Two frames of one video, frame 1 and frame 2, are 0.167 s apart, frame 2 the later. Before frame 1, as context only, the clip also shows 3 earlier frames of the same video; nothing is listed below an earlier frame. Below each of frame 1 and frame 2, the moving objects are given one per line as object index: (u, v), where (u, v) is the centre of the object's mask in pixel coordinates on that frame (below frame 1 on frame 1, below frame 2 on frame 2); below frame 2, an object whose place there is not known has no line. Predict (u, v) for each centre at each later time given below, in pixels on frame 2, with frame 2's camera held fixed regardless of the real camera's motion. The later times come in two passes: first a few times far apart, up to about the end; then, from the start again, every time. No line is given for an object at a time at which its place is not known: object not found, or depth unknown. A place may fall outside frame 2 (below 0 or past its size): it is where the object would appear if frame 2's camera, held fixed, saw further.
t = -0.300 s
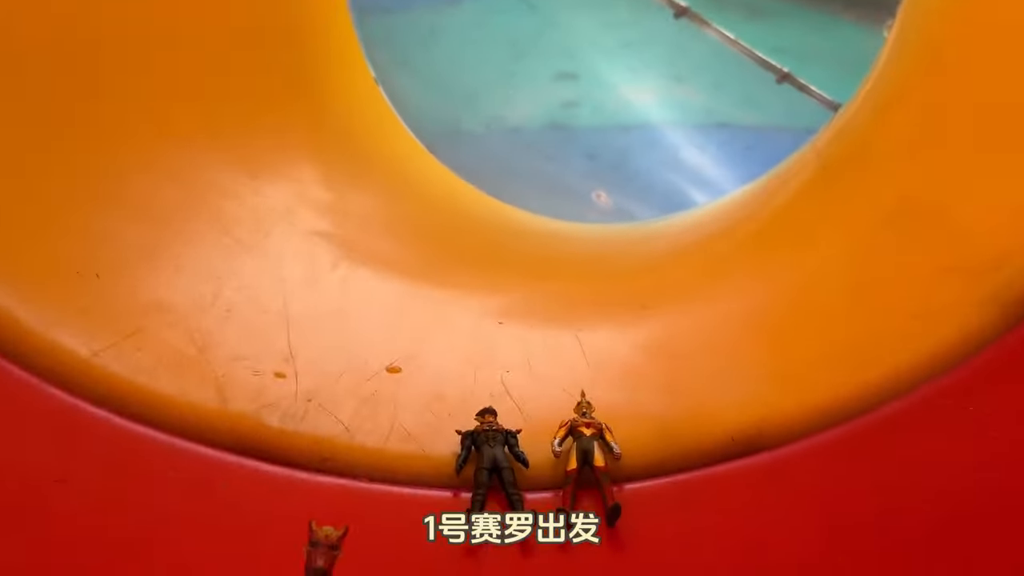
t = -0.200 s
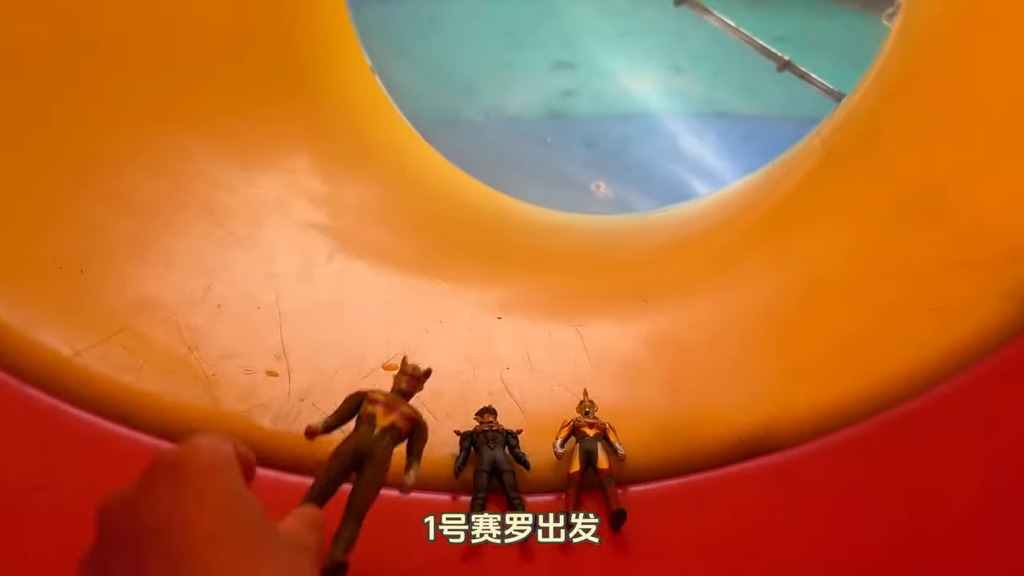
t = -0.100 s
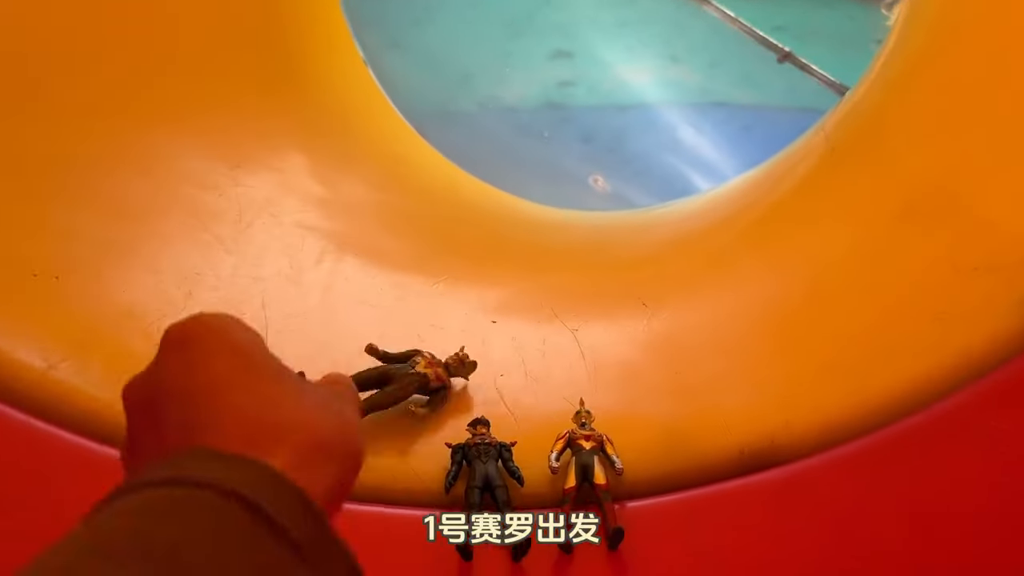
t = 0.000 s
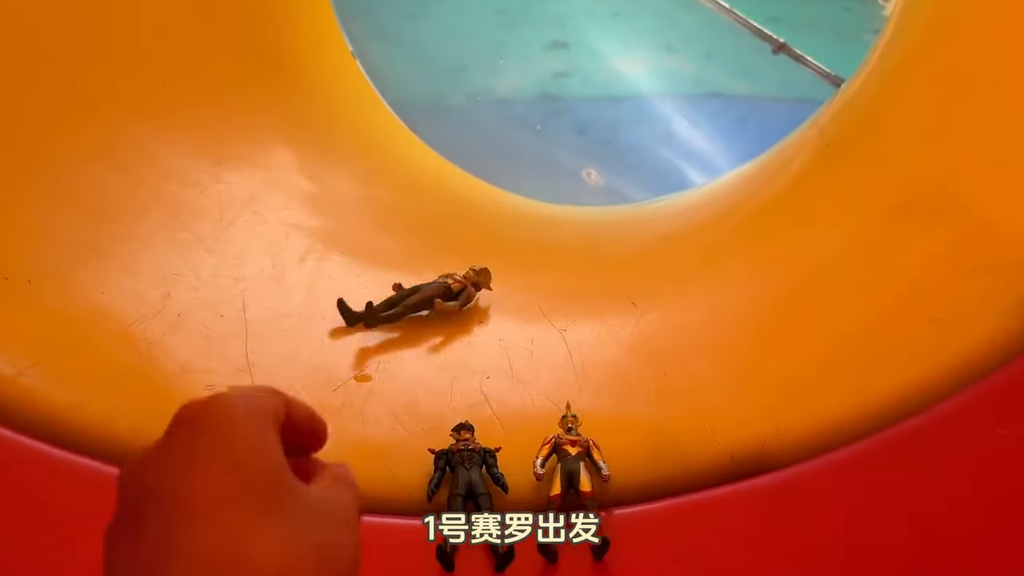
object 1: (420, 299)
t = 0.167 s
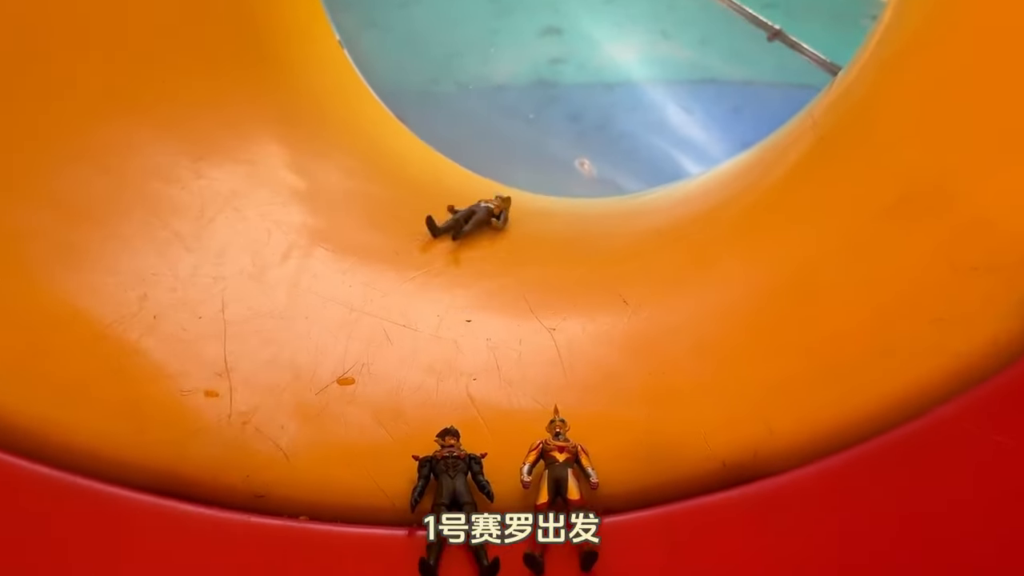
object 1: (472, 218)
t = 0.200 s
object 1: (482, 209)
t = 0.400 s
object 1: (533, 180)
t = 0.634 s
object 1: (592, 180)
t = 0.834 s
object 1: (662, 184)
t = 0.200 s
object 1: (482, 209)
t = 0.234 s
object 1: (491, 201)
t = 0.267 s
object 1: (499, 194)
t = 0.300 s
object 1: (507, 189)
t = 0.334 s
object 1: (516, 185)
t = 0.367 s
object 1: (524, 182)
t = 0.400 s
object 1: (533, 180)
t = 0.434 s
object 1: (539, 180)
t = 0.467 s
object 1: (545, 181)
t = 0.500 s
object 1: (553, 182)
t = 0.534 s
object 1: (561, 181)
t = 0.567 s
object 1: (570, 182)
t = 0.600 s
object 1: (581, 181)
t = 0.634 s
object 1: (592, 180)
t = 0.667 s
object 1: (604, 181)
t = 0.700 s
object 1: (616, 182)
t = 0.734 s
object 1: (630, 183)
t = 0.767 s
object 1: (643, 183)
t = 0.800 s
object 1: (654, 183)
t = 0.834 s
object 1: (662, 184)
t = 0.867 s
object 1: (667, 184)
